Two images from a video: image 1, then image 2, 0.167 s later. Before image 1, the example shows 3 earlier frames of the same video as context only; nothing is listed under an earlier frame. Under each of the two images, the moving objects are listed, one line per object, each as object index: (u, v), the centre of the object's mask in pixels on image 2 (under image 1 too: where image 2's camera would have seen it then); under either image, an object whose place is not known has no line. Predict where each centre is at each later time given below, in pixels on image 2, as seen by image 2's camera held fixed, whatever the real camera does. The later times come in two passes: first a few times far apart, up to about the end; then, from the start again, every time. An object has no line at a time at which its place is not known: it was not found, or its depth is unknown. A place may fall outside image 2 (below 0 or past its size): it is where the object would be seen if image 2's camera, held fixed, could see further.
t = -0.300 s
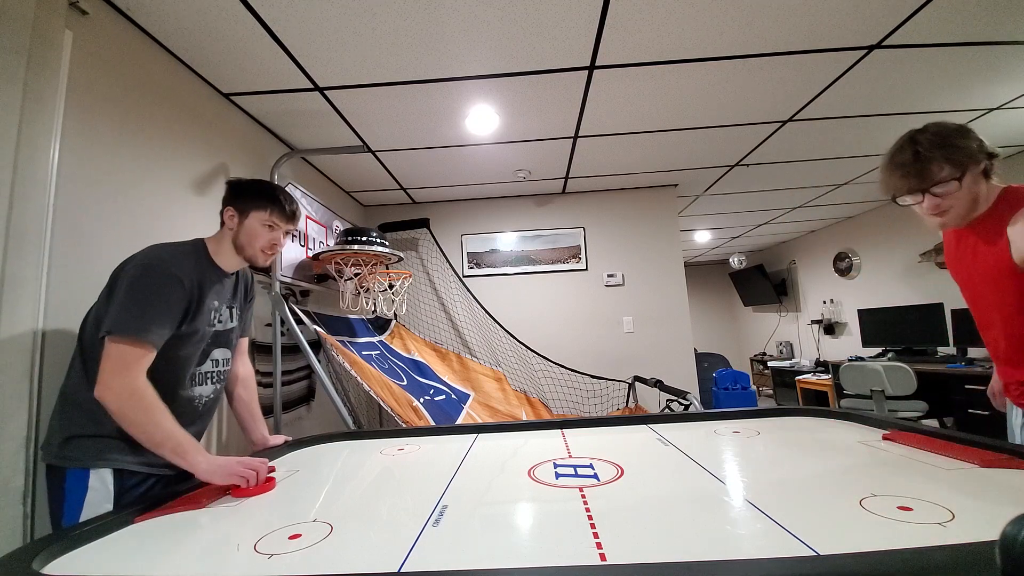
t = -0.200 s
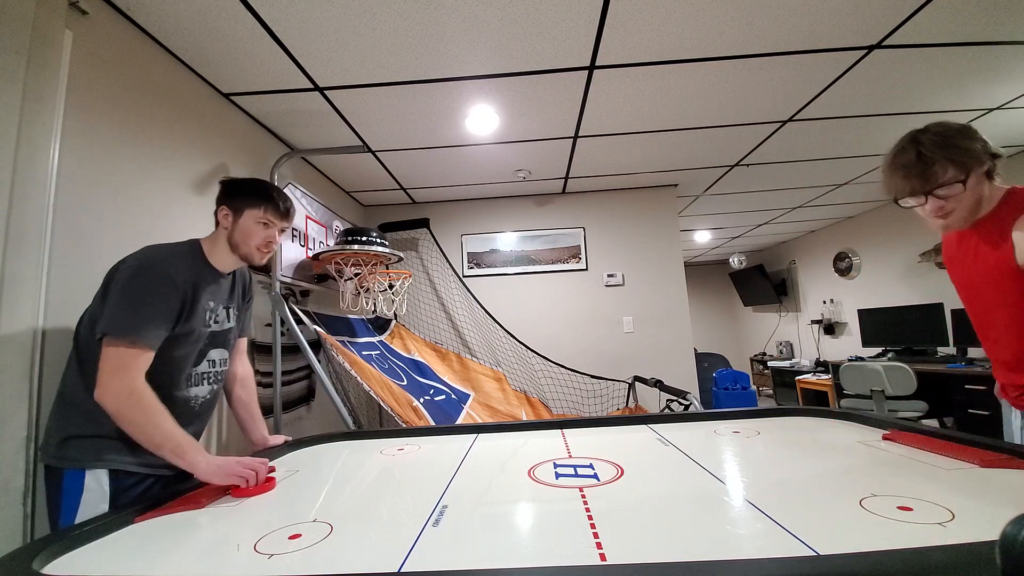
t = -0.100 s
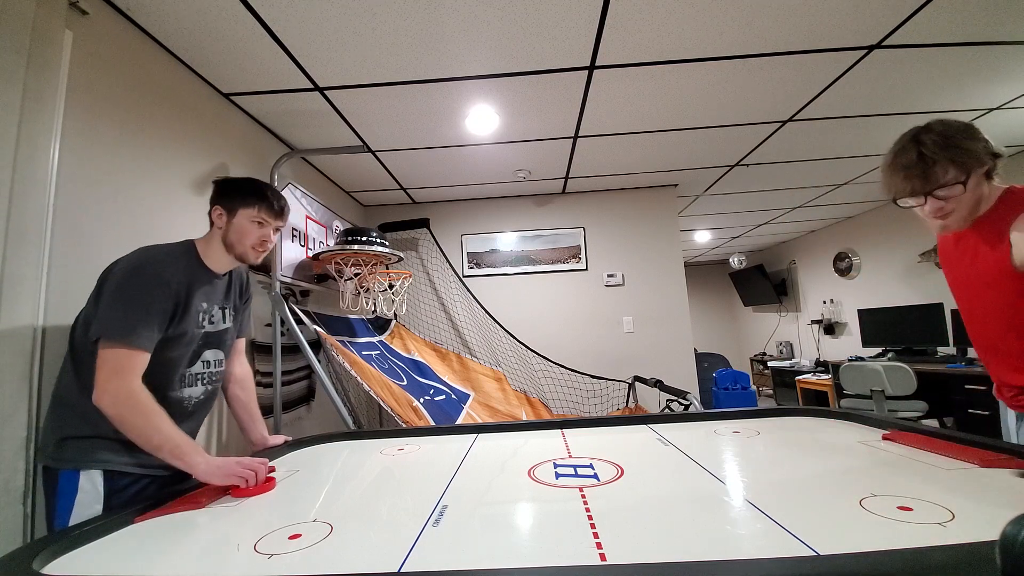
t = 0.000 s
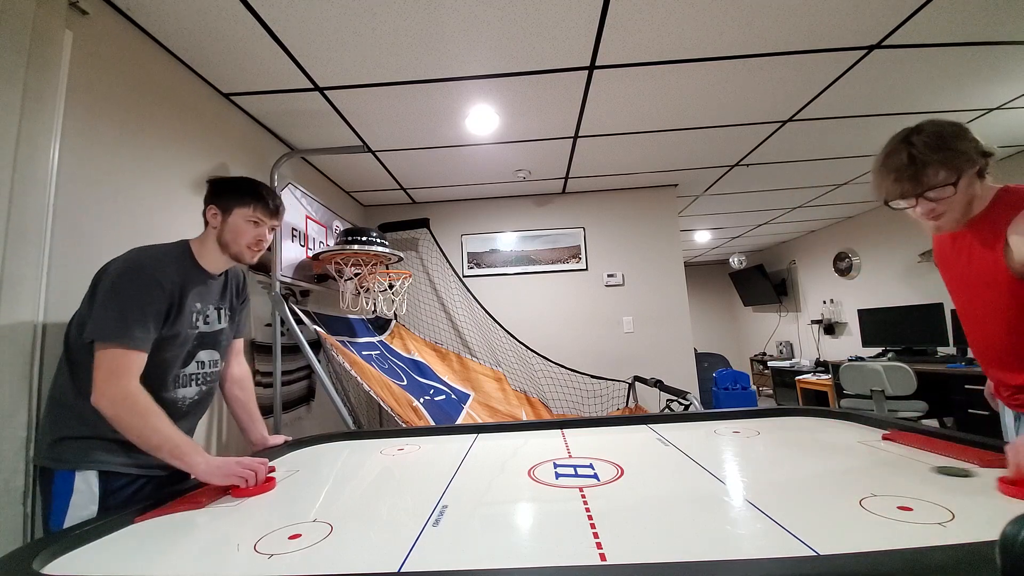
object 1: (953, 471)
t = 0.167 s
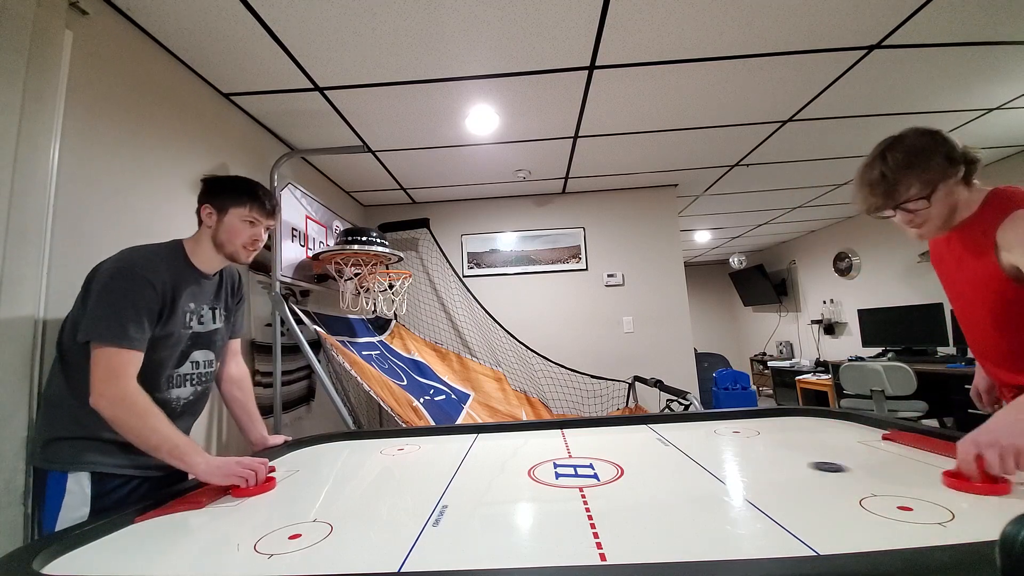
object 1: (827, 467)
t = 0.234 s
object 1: (782, 465)
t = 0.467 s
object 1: (647, 457)
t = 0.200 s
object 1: (804, 466)
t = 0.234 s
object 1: (782, 465)
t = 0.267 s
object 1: (761, 463)
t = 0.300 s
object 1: (740, 463)
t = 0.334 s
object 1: (720, 462)
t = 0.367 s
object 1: (701, 460)
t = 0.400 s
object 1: (682, 459)
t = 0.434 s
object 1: (664, 458)
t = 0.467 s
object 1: (647, 457)
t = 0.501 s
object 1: (631, 456)
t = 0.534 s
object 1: (614, 455)
